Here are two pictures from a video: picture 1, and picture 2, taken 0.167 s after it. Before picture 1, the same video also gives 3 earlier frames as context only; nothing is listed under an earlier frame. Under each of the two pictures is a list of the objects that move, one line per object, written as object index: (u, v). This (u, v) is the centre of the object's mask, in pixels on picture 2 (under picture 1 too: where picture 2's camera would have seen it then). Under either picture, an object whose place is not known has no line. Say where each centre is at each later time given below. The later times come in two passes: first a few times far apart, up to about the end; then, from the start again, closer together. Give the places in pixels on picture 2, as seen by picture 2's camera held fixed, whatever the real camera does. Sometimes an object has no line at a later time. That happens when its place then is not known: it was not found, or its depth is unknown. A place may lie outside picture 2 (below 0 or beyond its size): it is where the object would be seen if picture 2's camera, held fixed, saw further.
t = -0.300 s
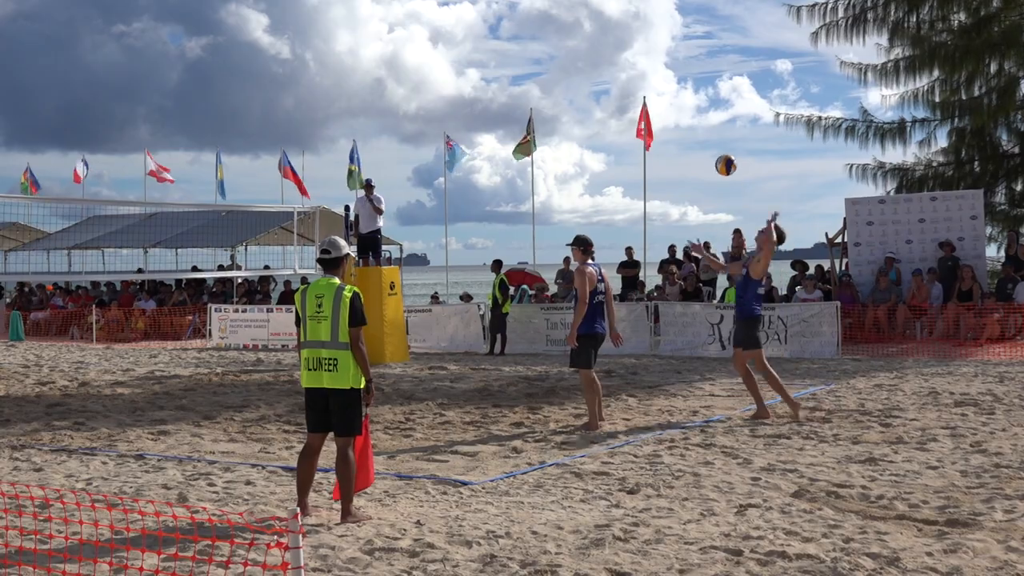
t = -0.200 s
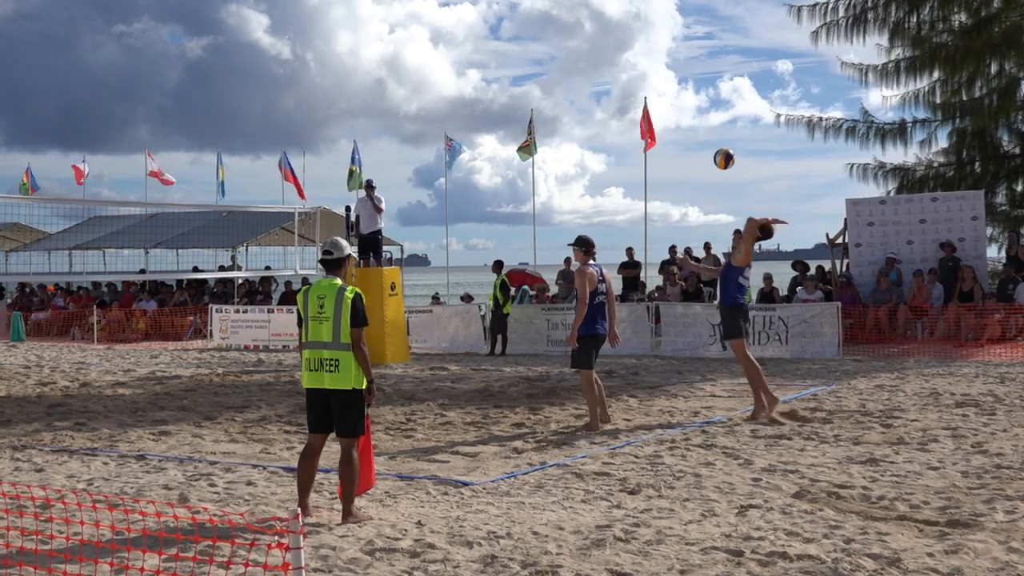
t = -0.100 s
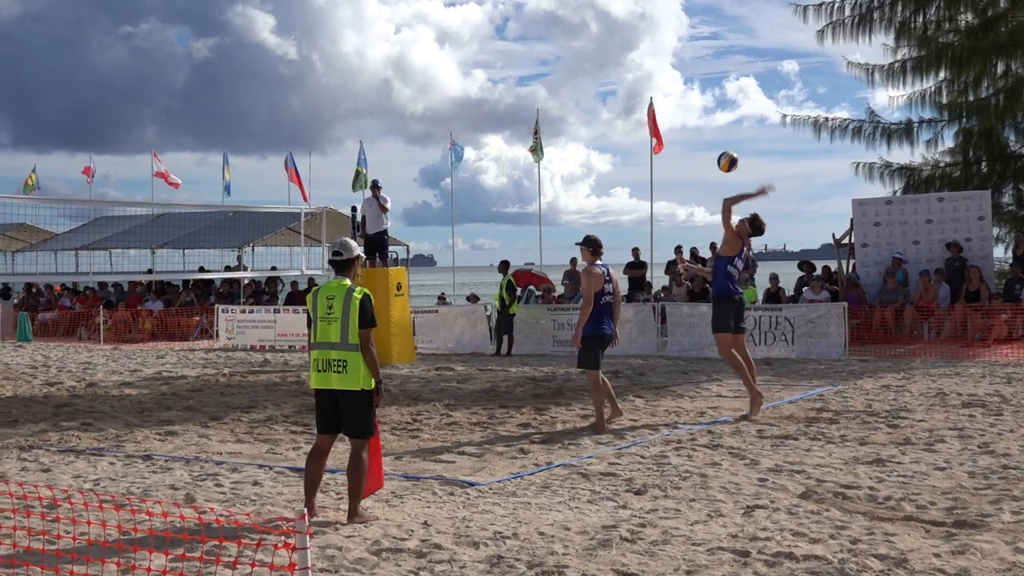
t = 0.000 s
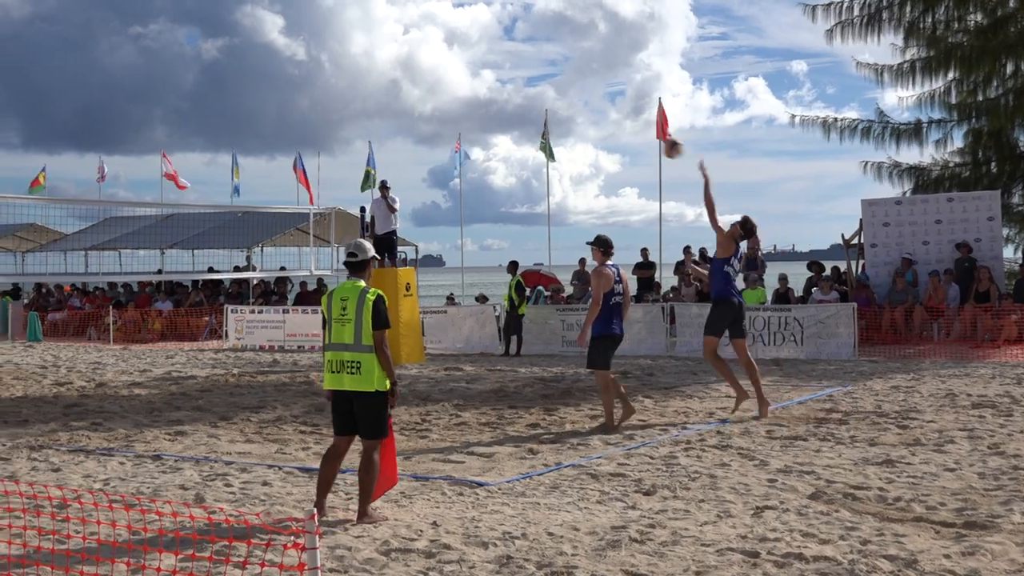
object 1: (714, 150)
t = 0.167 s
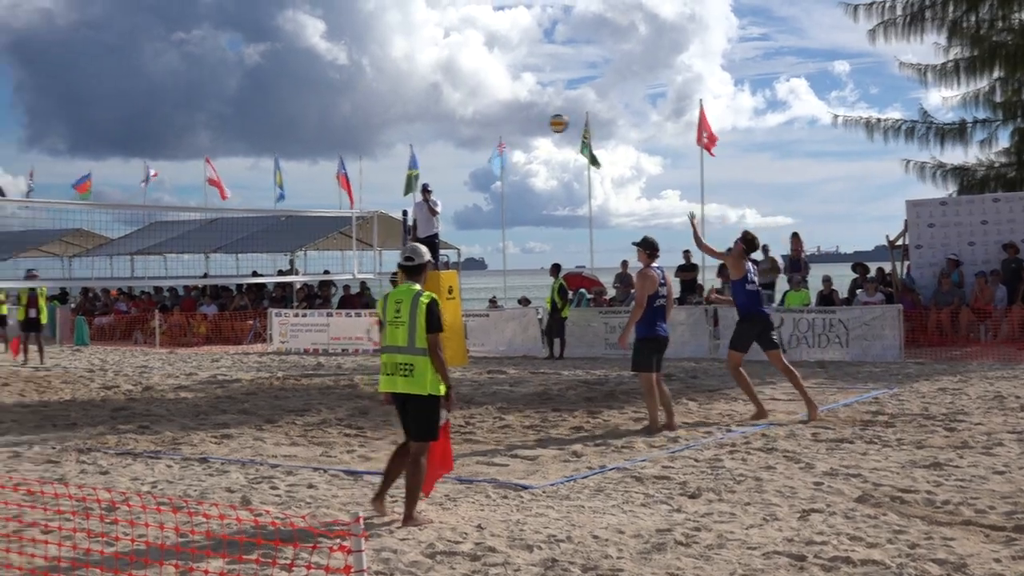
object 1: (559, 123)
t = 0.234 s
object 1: (503, 121)
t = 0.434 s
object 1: (365, 132)
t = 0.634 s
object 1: (252, 164)
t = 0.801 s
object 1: (172, 213)
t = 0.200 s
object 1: (530, 121)
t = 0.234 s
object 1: (503, 121)
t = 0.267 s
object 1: (478, 121)
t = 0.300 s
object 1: (453, 122)
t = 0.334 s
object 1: (430, 123)
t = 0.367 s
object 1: (408, 124)
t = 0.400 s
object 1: (386, 128)
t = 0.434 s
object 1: (365, 132)
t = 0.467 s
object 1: (345, 136)
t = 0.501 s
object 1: (325, 140)
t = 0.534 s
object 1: (306, 145)
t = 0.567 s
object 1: (288, 152)
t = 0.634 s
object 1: (252, 164)
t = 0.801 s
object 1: (172, 213)
